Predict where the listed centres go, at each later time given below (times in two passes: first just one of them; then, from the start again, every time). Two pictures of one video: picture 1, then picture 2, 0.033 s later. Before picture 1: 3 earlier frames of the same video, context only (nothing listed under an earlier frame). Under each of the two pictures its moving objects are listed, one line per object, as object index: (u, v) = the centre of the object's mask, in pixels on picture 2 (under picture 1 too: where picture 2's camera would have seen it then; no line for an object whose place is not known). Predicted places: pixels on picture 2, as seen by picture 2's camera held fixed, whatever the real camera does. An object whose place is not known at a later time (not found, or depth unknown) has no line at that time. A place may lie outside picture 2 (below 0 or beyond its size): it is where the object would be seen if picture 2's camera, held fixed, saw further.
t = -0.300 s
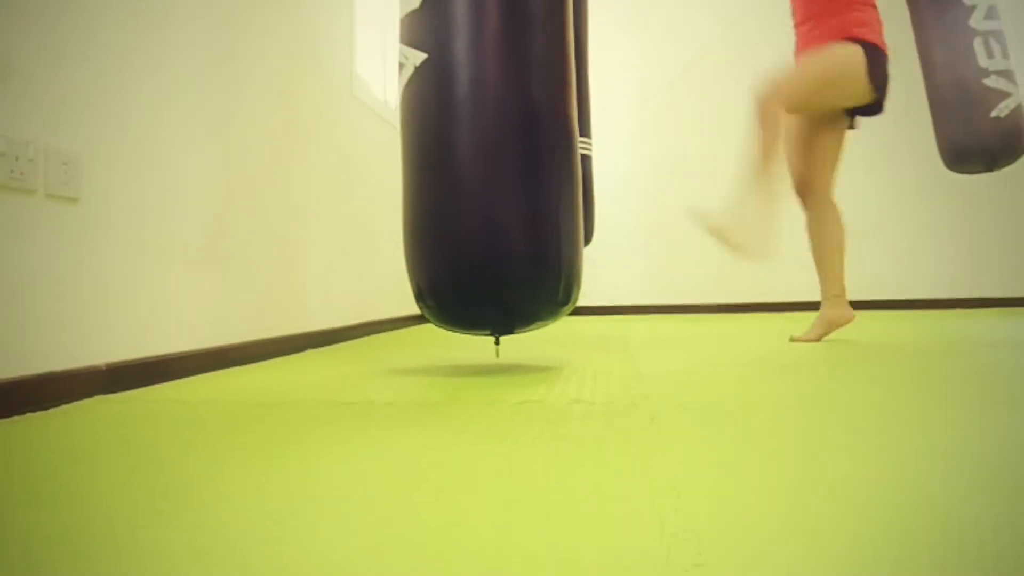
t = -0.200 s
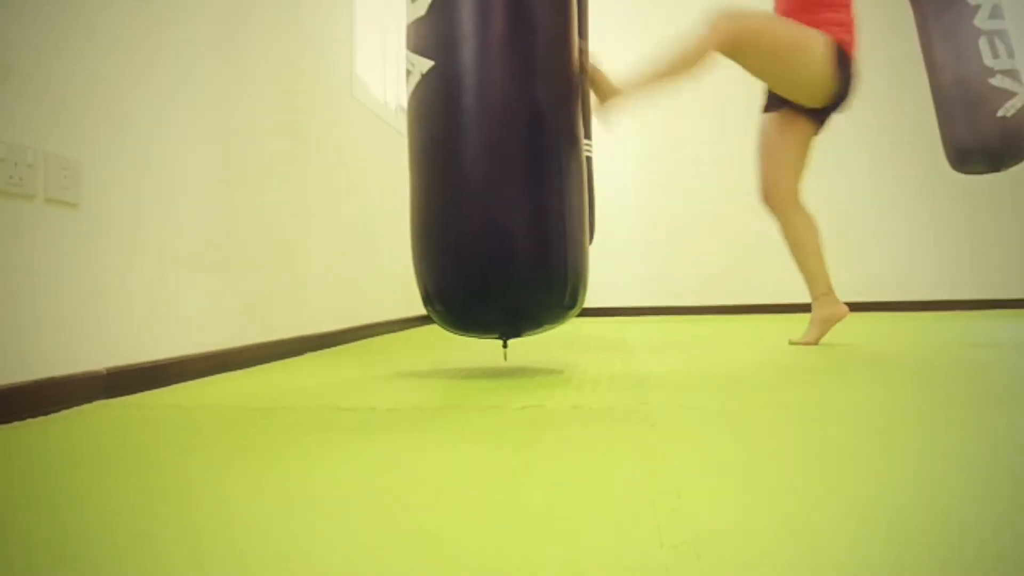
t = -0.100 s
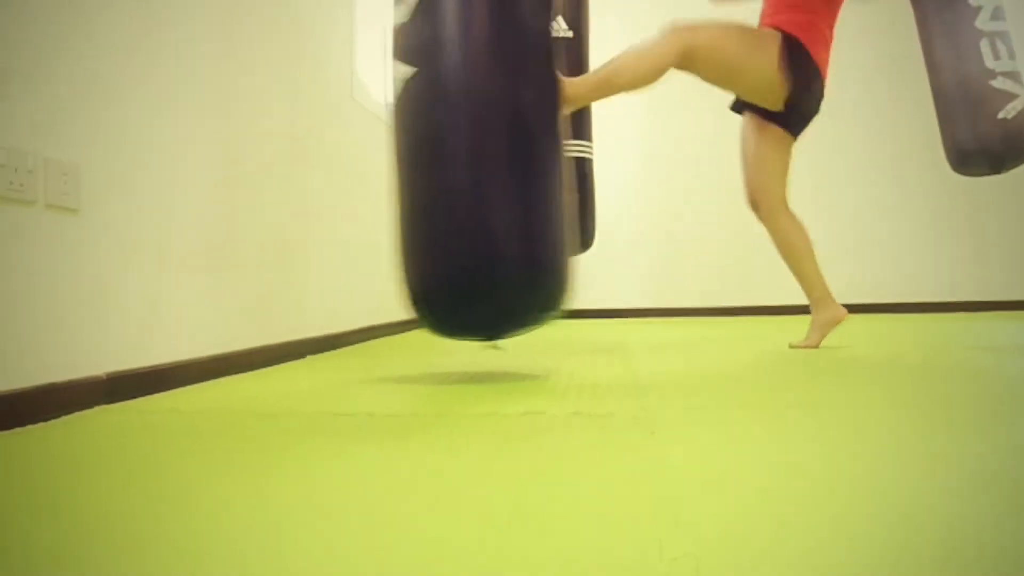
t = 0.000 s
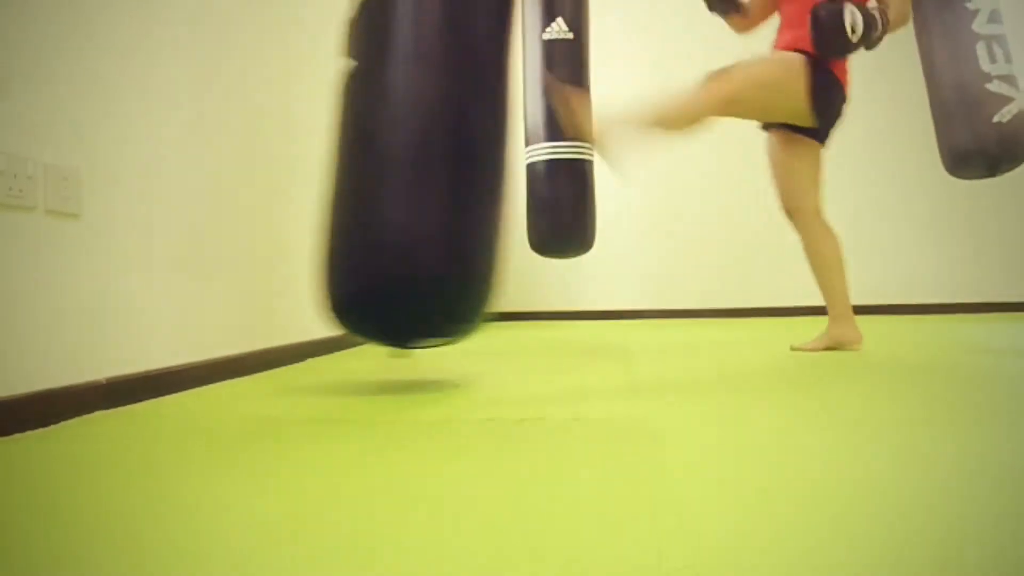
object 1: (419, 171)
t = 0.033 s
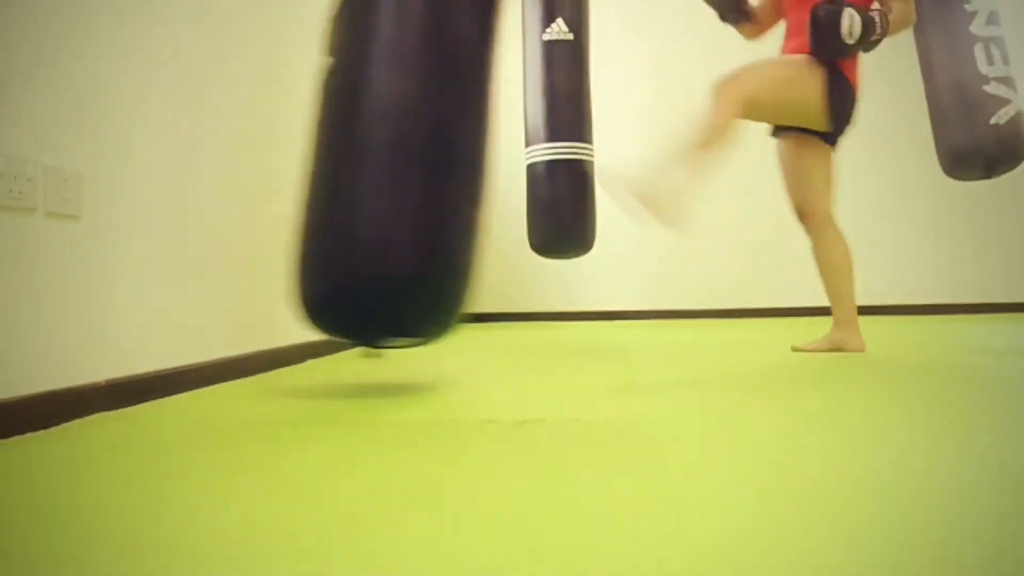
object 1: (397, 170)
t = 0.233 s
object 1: (283, 159)
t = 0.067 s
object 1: (376, 168)
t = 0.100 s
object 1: (356, 167)
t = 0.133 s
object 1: (337, 166)
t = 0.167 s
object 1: (318, 163)
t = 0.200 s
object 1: (300, 161)
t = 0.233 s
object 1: (283, 159)
